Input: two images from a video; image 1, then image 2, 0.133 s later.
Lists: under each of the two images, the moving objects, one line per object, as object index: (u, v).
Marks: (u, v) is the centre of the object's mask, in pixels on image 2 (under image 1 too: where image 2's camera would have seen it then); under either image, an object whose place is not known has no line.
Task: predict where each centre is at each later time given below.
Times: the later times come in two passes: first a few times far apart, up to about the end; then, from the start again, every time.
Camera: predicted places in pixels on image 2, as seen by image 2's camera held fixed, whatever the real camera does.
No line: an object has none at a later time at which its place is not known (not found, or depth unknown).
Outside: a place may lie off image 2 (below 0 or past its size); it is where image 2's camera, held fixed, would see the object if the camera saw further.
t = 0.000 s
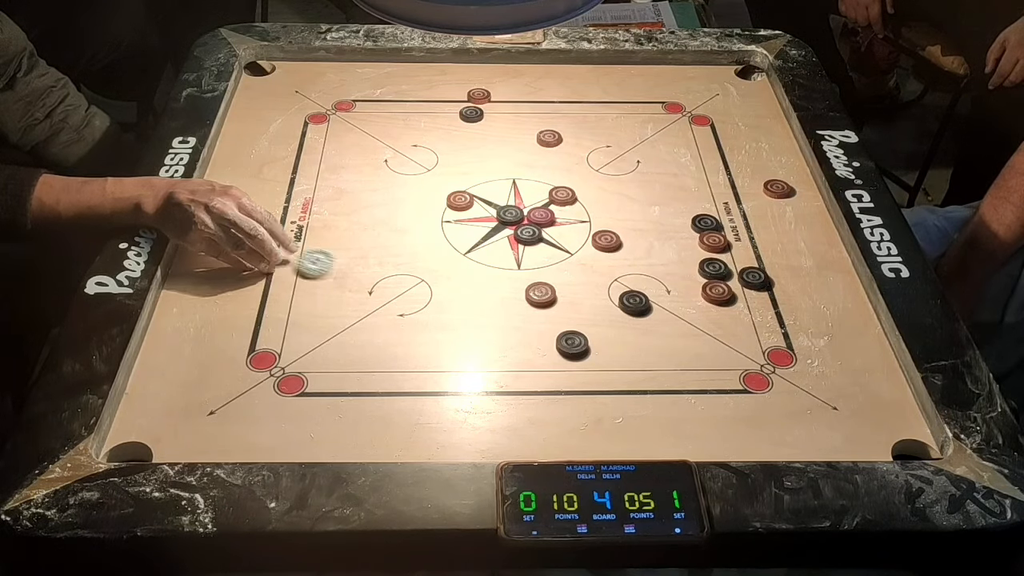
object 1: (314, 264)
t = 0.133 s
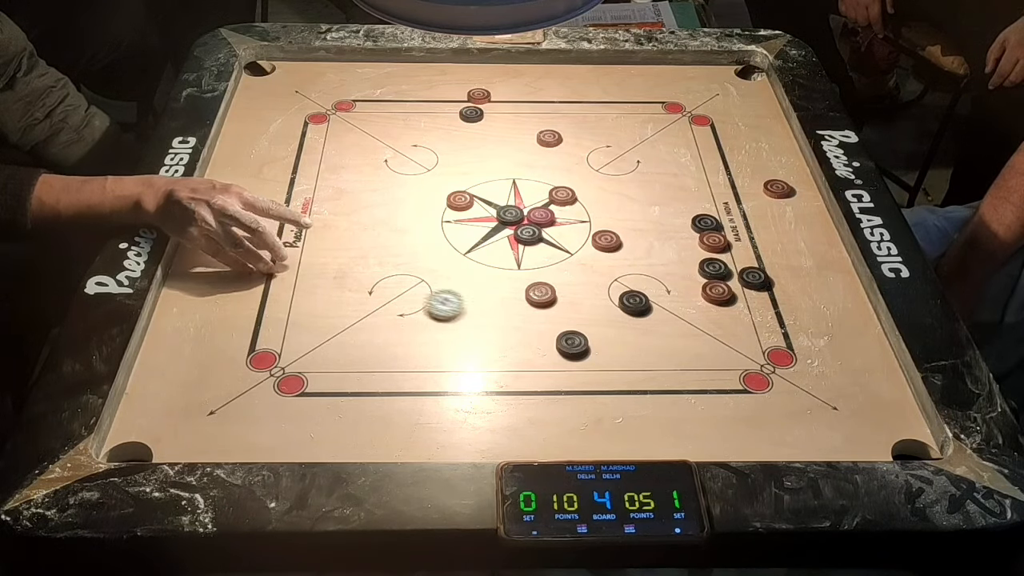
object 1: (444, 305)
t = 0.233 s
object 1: (536, 333)
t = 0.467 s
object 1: (607, 352)
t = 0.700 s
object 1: (619, 355)
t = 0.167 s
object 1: (475, 315)
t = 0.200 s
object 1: (506, 324)
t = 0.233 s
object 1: (536, 333)
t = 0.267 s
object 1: (551, 337)
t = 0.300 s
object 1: (563, 340)
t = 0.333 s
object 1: (575, 344)
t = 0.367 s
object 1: (585, 347)
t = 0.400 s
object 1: (593, 349)
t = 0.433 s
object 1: (600, 351)
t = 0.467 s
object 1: (607, 352)
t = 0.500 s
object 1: (612, 353)
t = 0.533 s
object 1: (616, 354)
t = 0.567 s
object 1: (618, 355)
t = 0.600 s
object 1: (618, 355)
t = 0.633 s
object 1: (618, 355)
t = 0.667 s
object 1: (619, 355)
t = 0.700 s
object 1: (619, 355)
